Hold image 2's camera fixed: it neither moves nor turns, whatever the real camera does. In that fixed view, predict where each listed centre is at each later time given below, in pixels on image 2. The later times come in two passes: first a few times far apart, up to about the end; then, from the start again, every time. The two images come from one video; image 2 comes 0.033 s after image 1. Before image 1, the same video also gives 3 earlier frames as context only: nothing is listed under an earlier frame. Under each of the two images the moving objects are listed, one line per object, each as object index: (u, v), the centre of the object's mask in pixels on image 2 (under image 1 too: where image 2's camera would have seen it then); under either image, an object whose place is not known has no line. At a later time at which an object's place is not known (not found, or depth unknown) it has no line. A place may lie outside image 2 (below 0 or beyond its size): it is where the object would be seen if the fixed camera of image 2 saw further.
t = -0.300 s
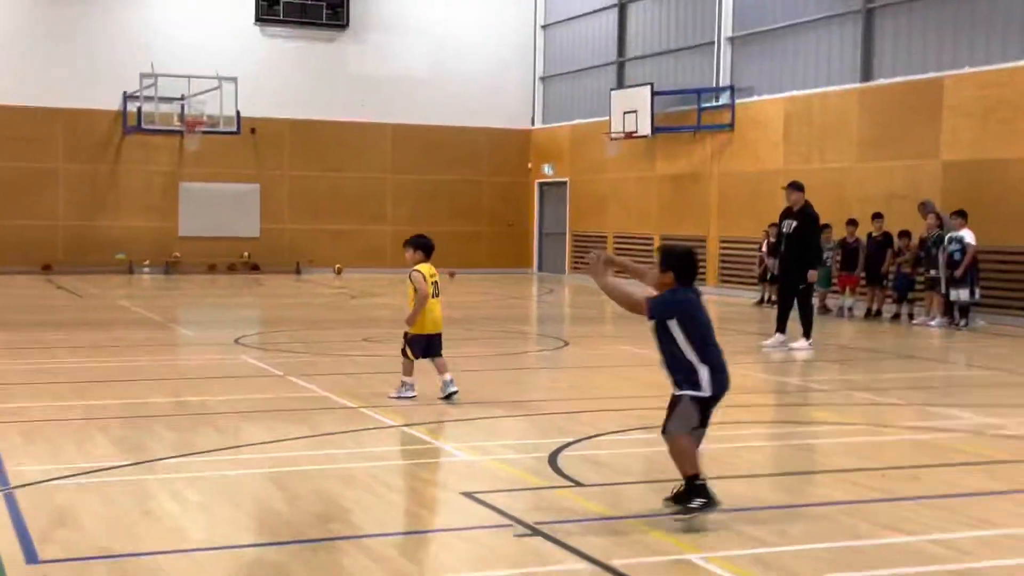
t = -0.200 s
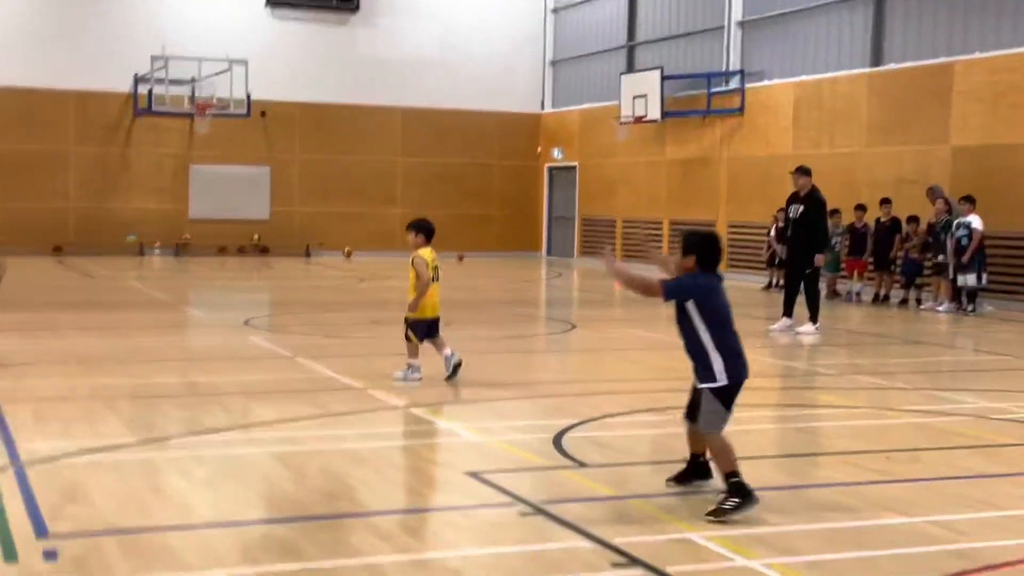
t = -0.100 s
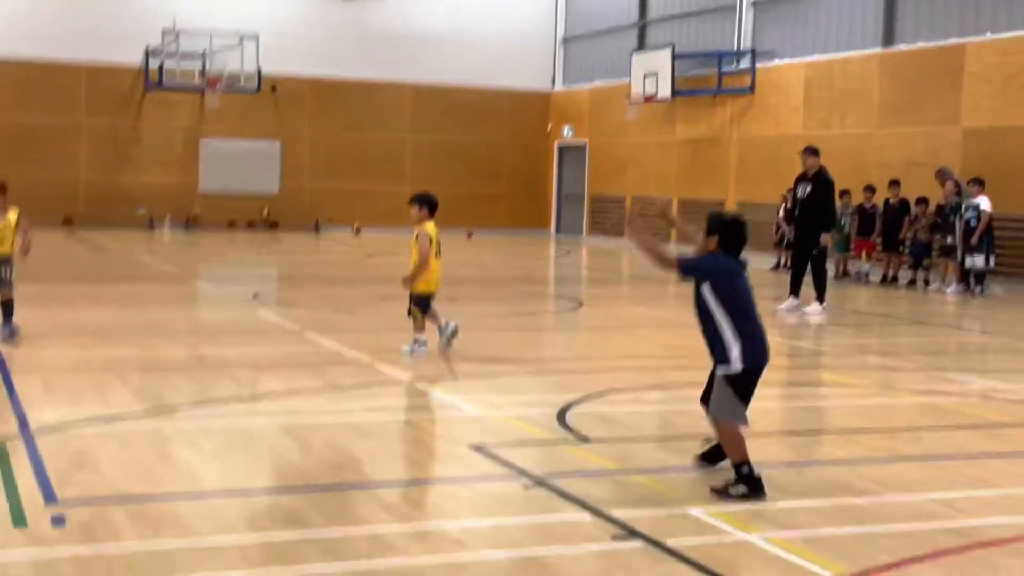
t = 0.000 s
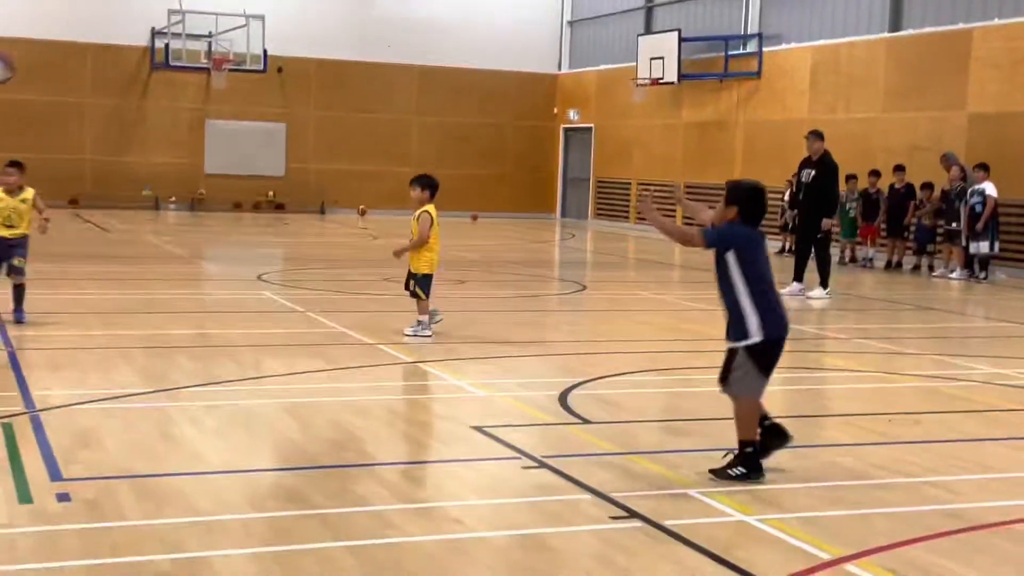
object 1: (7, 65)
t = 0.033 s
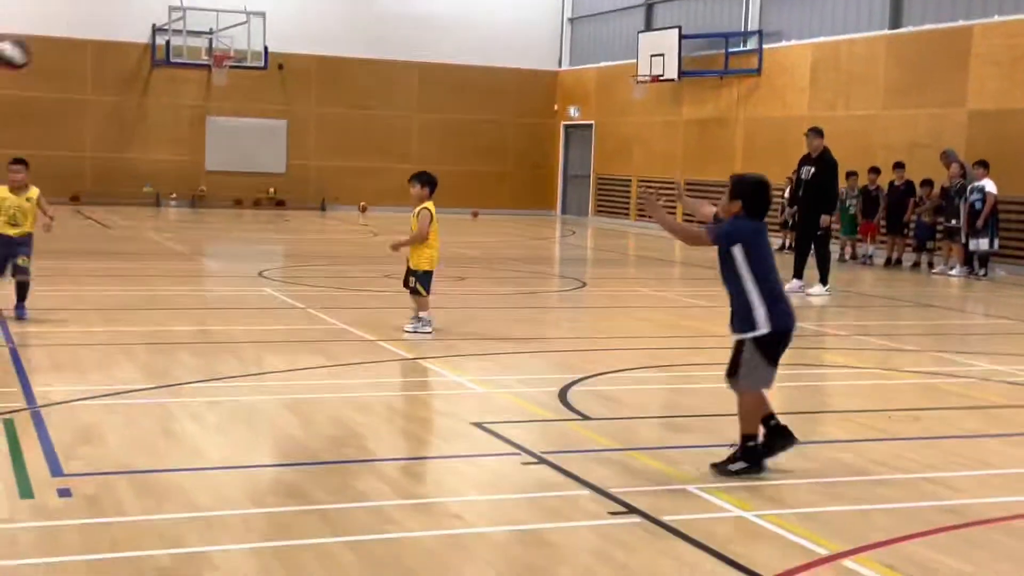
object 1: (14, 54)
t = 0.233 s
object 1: (111, 26)
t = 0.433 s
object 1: (221, 63)
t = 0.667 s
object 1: (364, 195)
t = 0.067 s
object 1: (28, 44)
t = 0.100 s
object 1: (45, 37)
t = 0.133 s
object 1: (61, 33)
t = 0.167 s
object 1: (77, 31)
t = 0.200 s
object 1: (93, 27)
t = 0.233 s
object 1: (111, 26)
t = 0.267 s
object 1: (128, 29)
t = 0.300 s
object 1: (146, 31)
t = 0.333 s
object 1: (164, 36)
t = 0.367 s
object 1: (181, 42)
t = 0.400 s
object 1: (202, 51)
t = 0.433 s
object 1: (221, 63)
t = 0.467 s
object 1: (241, 74)
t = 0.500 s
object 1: (261, 89)
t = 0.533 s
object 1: (281, 105)
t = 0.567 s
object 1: (301, 126)
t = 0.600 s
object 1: (320, 146)
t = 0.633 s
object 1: (341, 171)
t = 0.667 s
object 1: (364, 195)
